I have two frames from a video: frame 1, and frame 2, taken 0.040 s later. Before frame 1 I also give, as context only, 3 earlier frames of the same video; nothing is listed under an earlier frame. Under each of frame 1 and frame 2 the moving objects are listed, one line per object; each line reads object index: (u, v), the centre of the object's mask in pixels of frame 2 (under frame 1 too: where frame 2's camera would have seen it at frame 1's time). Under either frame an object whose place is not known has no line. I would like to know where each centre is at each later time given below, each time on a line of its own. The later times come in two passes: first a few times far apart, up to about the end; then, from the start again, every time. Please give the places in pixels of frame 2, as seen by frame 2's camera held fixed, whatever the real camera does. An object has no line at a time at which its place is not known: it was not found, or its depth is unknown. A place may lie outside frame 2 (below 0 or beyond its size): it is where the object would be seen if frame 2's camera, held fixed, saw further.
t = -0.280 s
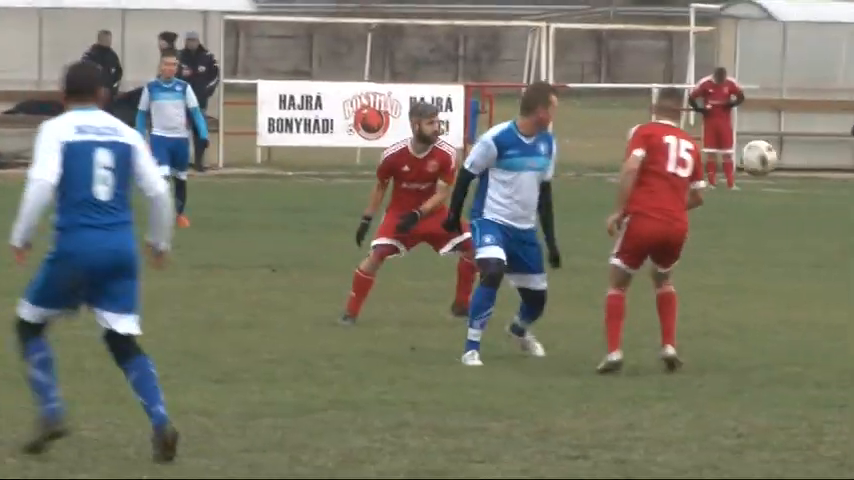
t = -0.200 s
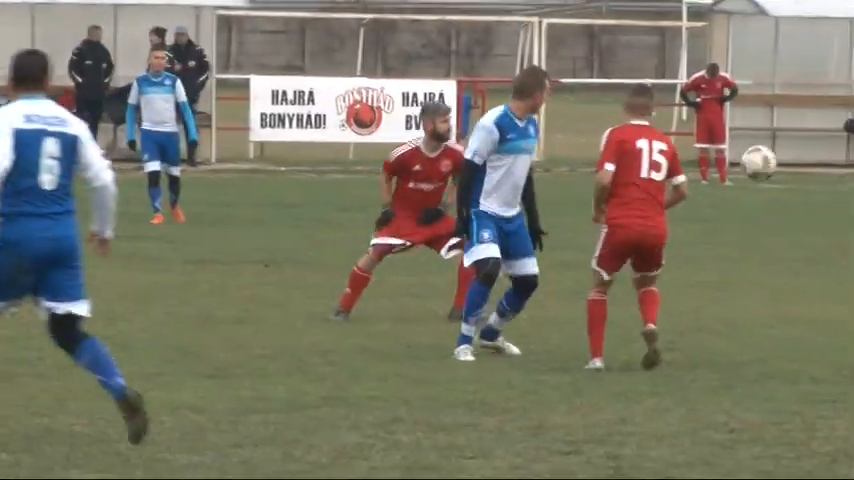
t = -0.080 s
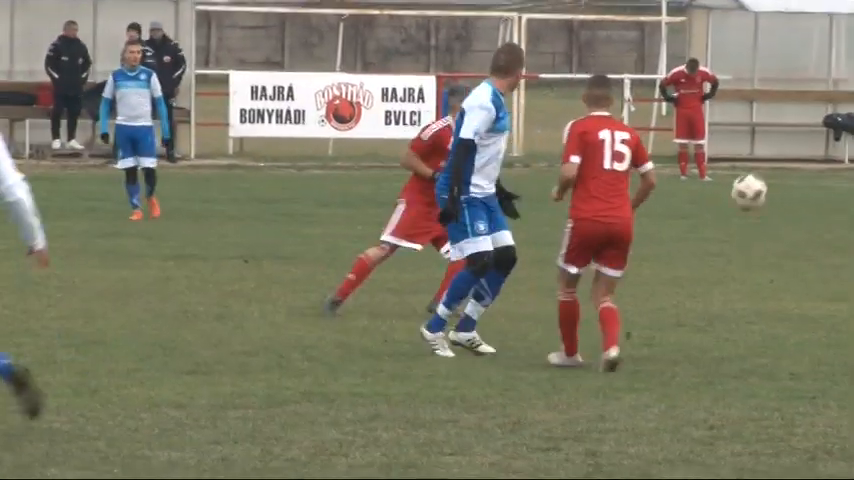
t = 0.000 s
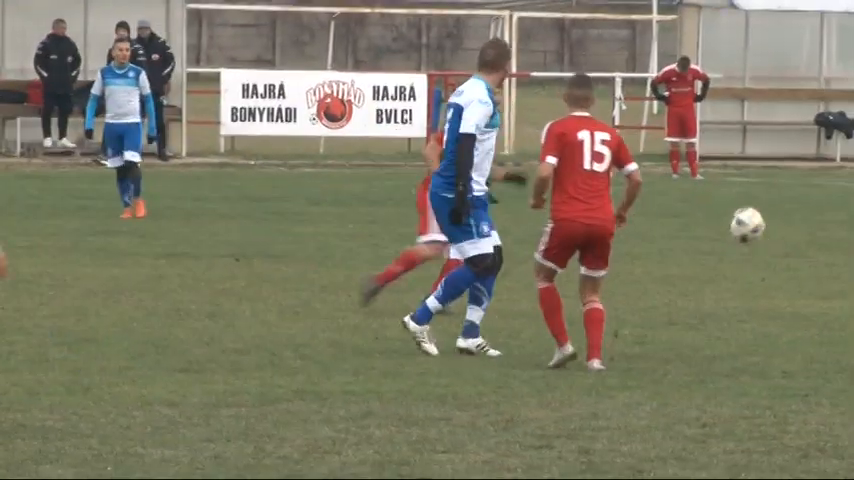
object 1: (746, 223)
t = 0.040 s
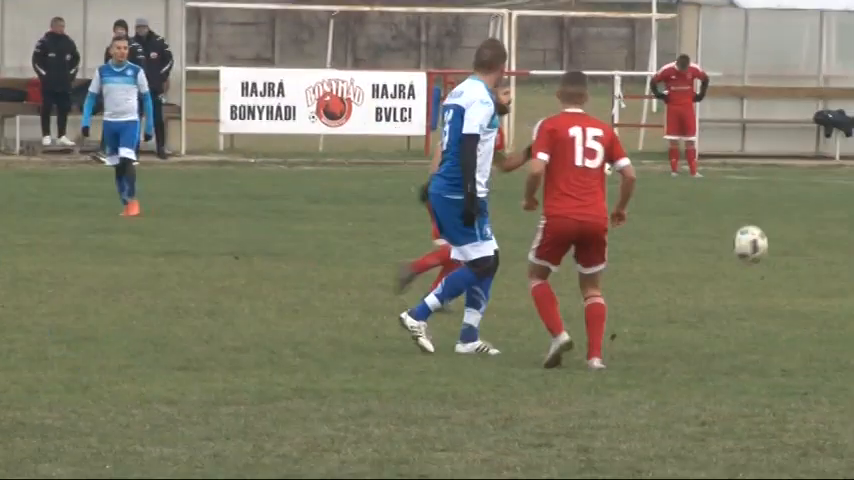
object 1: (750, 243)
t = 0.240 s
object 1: (765, 259)
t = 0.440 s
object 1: (778, 220)
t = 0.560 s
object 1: (784, 227)
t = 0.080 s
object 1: (753, 267)
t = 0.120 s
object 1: (757, 292)
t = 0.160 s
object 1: (760, 291)
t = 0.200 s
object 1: (762, 274)
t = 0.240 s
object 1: (765, 259)
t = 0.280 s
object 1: (766, 246)
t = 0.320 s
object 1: (768, 235)
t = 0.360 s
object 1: (771, 227)
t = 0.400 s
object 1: (775, 223)
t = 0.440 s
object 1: (778, 220)
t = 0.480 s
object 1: (780, 219)
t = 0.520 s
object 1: (782, 222)
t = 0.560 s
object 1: (784, 227)
